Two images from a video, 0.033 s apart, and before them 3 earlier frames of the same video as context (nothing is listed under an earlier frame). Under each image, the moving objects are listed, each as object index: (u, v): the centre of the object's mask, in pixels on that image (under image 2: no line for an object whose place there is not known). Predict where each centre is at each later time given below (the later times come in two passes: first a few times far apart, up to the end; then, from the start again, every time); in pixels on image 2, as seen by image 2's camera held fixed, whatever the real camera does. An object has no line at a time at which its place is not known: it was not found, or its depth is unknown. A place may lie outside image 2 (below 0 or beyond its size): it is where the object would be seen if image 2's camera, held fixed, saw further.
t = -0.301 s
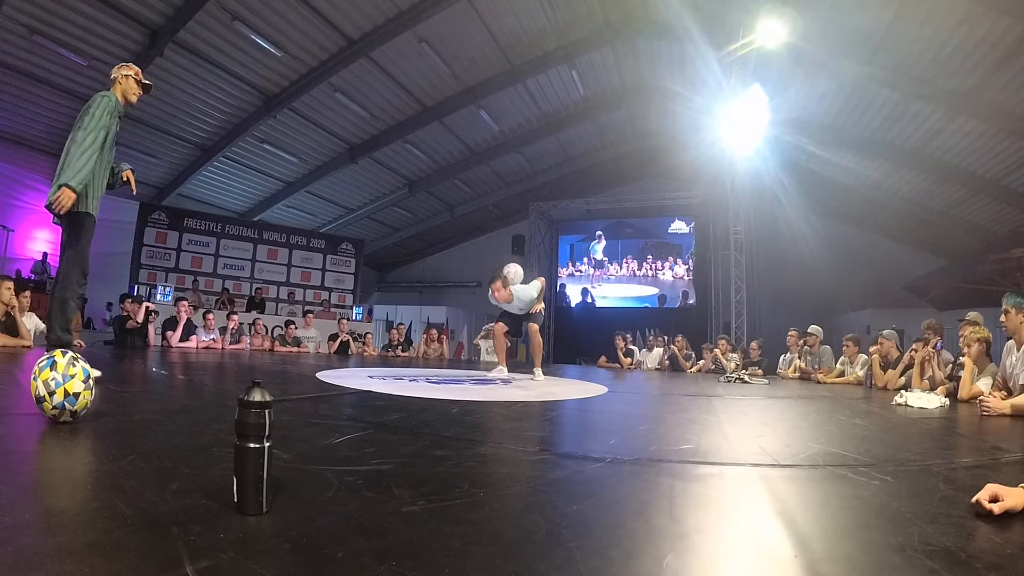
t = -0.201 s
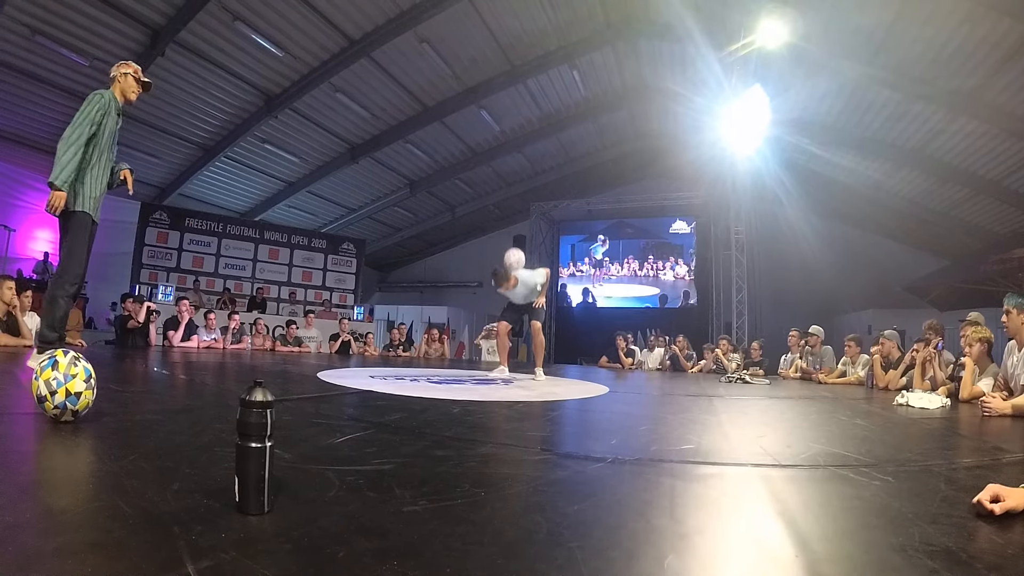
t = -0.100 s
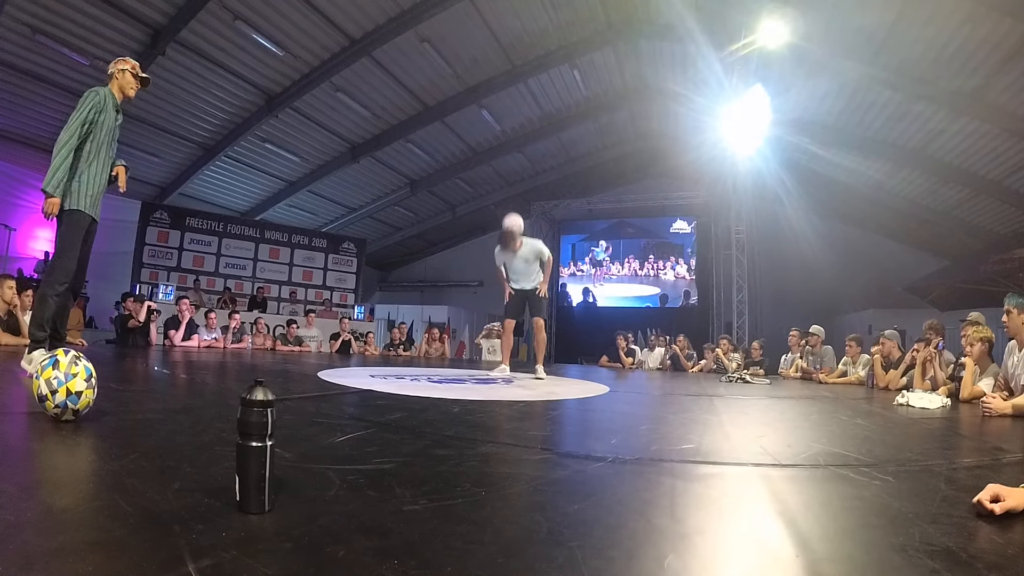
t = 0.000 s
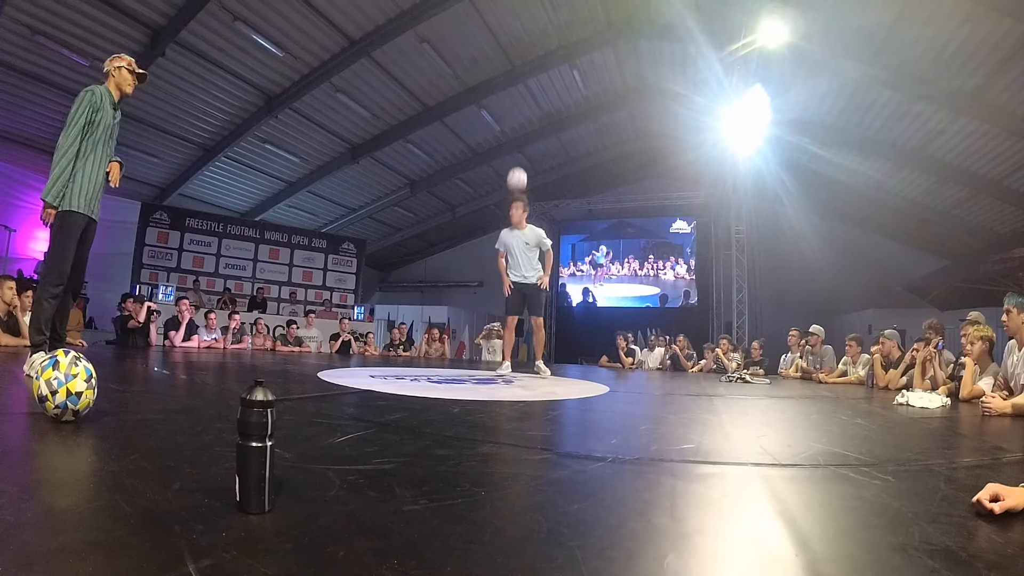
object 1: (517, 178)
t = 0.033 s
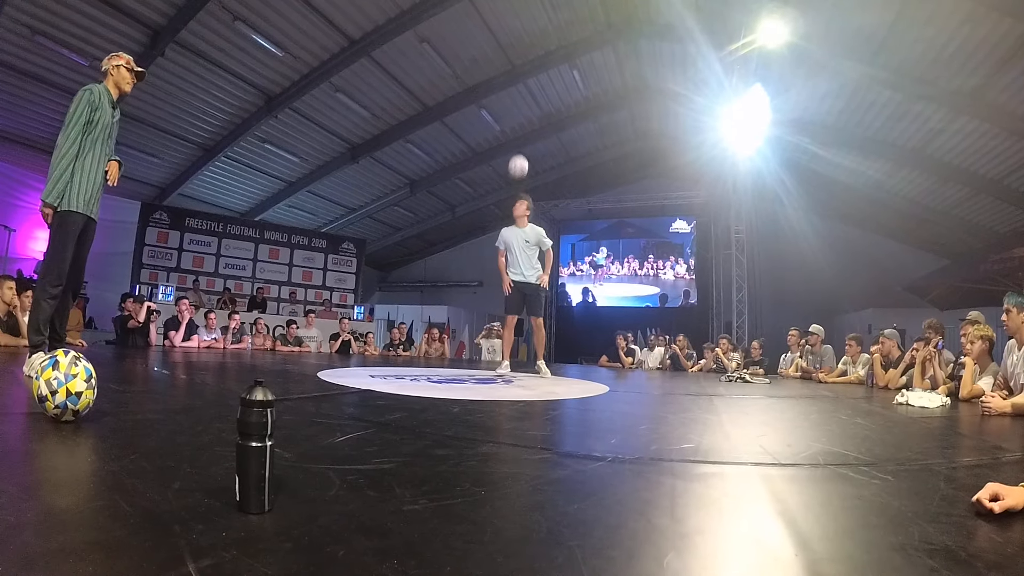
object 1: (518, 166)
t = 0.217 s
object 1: (525, 120)
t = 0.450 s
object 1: (531, 107)
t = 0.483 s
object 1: (533, 108)
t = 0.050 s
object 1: (519, 160)
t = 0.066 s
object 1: (519, 155)
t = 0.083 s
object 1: (520, 150)
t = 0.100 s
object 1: (521, 145)
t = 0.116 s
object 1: (522, 140)
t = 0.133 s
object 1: (522, 136)
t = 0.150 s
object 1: (523, 132)
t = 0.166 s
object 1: (523, 129)
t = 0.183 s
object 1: (524, 126)
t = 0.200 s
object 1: (524, 123)
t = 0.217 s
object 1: (525, 120)
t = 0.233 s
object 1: (526, 118)
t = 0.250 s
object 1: (526, 116)
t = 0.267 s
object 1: (527, 114)
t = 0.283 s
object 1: (527, 112)
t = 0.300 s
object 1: (527, 111)
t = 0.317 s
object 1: (528, 109)
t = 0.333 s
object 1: (529, 108)
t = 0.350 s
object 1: (529, 107)
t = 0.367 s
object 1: (529, 107)
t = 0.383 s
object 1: (530, 106)
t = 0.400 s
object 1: (530, 106)
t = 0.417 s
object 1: (531, 106)
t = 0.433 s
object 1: (531, 106)
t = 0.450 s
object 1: (531, 107)
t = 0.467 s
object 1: (532, 107)
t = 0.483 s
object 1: (533, 108)
